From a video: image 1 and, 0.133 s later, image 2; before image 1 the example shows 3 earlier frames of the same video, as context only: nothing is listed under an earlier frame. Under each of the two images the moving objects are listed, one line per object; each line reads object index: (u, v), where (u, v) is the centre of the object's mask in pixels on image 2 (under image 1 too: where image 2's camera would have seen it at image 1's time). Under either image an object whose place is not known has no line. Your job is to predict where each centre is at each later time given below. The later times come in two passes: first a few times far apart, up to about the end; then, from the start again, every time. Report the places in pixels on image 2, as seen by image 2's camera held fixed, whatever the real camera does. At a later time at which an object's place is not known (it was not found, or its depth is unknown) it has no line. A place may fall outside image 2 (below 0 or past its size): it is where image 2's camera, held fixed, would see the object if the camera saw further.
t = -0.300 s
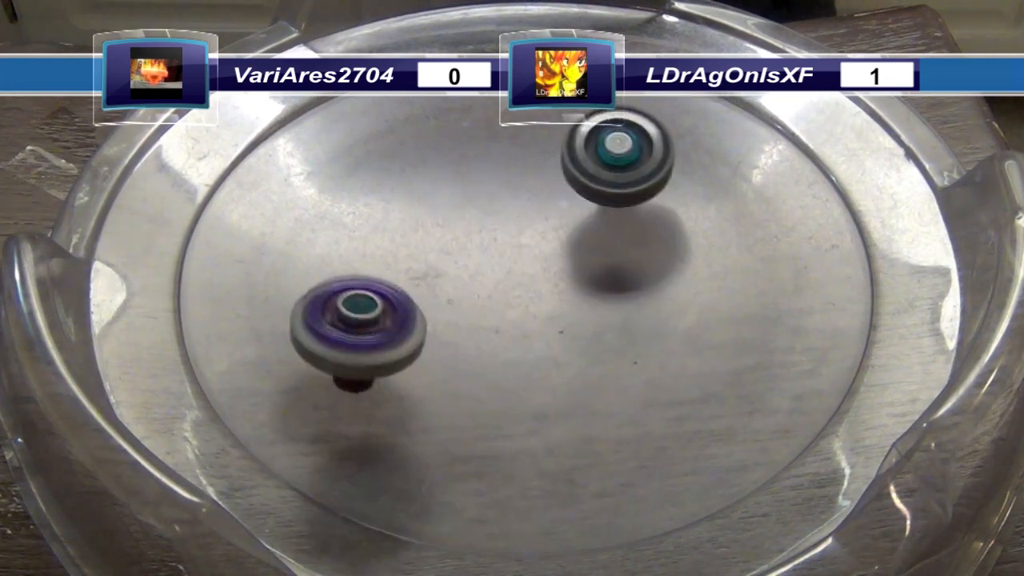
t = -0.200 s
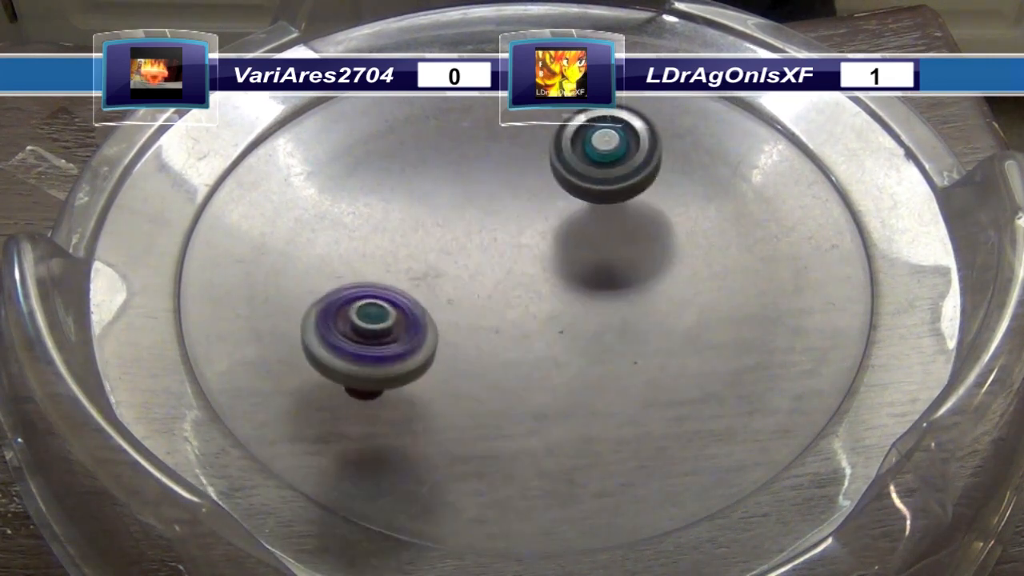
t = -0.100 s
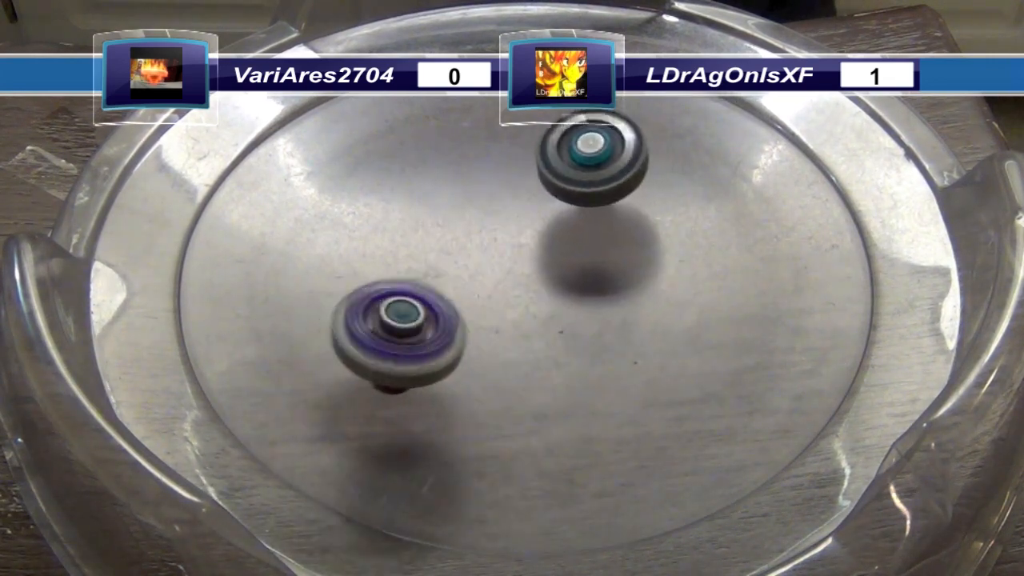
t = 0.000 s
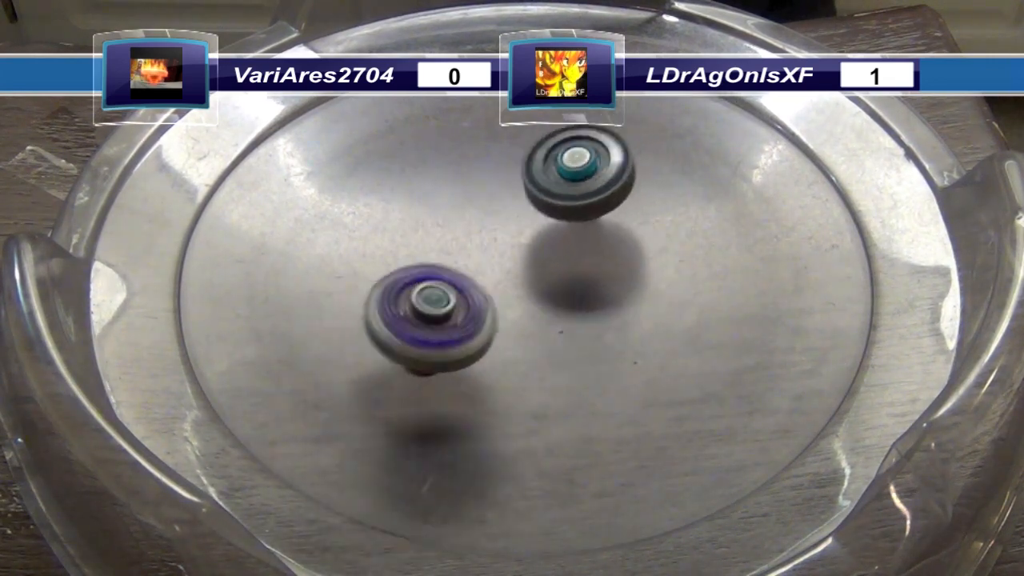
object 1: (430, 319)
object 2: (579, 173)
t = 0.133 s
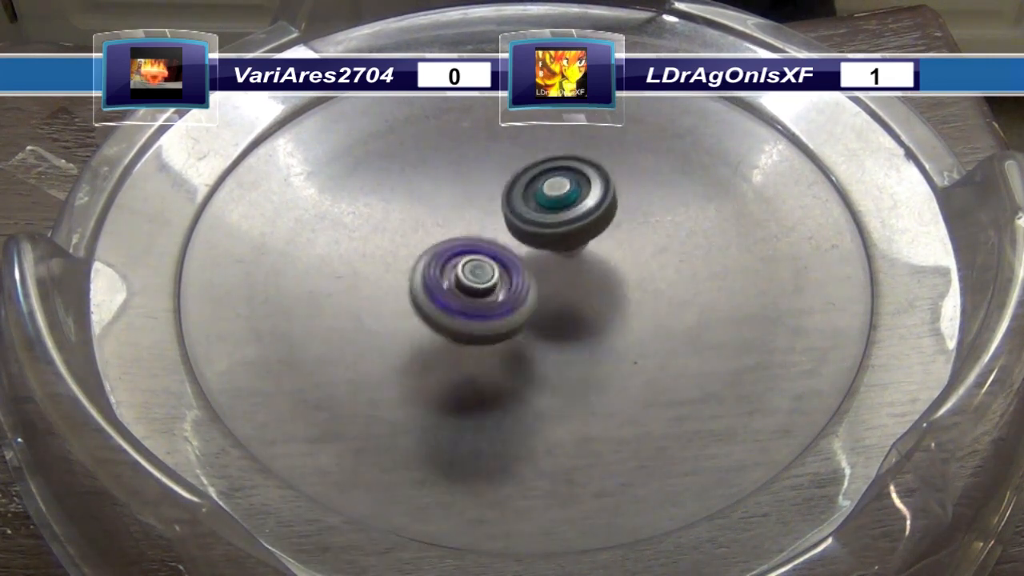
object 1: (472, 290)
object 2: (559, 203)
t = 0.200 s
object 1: (470, 288)
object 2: (566, 207)
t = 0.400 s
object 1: (454, 287)
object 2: (589, 210)
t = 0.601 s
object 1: (474, 288)
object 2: (571, 214)
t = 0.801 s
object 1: (480, 298)
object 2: (557, 216)
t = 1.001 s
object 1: (492, 307)
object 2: (536, 218)
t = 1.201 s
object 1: (498, 314)
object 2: (524, 214)
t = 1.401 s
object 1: (491, 362)
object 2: (526, 162)
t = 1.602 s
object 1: (507, 366)
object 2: (512, 150)
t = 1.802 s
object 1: (519, 348)
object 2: (506, 167)
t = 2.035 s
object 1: (525, 306)
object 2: (511, 209)
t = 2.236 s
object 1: (546, 314)
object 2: (512, 194)
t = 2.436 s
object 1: (566, 287)
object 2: (489, 210)
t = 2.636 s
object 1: (584, 268)
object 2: (468, 215)
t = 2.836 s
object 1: (586, 249)
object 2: (463, 225)
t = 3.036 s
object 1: (597, 234)
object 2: (448, 228)
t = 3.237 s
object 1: (581, 224)
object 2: (457, 238)
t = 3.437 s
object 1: (614, 212)
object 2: (413, 252)
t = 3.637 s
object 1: (592, 220)
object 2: (434, 265)
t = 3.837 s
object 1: (572, 237)
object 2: (445, 273)
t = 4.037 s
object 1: (575, 238)
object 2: (439, 280)
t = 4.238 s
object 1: (563, 240)
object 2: (444, 286)
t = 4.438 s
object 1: (564, 236)
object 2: (442, 288)
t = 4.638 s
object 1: (560, 229)
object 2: (452, 284)
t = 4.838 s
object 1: (571, 215)
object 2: (444, 286)
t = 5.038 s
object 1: (563, 218)
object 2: (470, 273)
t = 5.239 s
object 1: (576, 210)
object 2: (463, 277)
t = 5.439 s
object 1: (593, 195)
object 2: (455, 290)
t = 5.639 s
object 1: (579, 205)
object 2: (468, 283)
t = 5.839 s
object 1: (561, 218)
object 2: (472, 278)
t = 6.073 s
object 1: (551, 219)
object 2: (458, 288)
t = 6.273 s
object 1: (561, 205)
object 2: (429, 300)
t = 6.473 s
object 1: (546, 205)
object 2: (441, 298)
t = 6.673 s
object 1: (533, 214)
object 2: (467, 288)
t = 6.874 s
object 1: (527, 209)
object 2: (489, 294)
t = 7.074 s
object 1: (519, 213)
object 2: (510, 305)
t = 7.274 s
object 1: (512, 222)
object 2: (521, 313)
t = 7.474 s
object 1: (504, 221)
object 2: (524, 322)
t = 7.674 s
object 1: (496, 222)
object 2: (525, 311)
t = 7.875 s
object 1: (491, 216)
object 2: (532, 300)
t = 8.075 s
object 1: (486, 205)
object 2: (548, 298)
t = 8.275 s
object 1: (492, 205)
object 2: (557, 292)
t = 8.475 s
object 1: (498, 206)
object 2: (559, 290)
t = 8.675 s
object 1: (494, 210)
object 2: (562, 292)
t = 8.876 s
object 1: (487, 217)
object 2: (564, 295)
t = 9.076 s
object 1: (476, 219)
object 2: (554, 293)
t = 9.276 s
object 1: (469, 217)
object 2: (546, 293)
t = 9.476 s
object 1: (467, 215)
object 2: (548, 287)
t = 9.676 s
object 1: (469, 209)
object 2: (556, 290)
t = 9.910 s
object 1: (477, 209)
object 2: (562, 288)
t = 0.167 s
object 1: (479, 284)
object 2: (557, 211)
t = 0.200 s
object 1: (470, 288)
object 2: (566, 207)
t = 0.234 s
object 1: (464, 288)
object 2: (572, 207)
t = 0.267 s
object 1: (463, 286)
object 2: (574, 209)
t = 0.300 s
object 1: (466, 284)
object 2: (573, 212)
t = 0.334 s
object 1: (472, 280)
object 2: (570, 217)
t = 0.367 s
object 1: (465, 282)
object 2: (578, 214)
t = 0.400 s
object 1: (454, 287)
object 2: (589, 210)
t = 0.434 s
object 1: (452, 288)
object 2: (593, 210)
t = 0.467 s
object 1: (454, 288)
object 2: (593, 210)
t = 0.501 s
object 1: (458, 287)
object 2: (590, 211)
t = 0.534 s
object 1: (464, 287)
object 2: (584, 211)
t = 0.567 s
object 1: (469, 288)
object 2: (578, 212)
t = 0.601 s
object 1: (474, 288)
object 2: (571, 214)
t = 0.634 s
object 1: (479, 288)
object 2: (565, 217)
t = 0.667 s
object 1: (476, 292)
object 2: (565, 215)
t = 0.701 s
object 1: (474, 294)
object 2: (567, 213)
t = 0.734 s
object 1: (476, 295)
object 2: (565, 213)
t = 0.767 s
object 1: (478, 297)
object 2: (562, 214)
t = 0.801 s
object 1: (480, 298)
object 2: (557, 216)
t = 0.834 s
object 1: (484, 299)
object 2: (551, 218)
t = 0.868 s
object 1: (485, 301)
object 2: (547, 218)
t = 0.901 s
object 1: (485, 304)
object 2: (546, 217)
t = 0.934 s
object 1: (487, 305)
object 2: (543, 217)
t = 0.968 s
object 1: (489, 306)
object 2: (540, 218)
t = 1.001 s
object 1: (492, 307)
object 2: (536, 218)
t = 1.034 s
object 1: (490, 312)
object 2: (536, 216)
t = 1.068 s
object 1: (491, 313)
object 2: (536, 213)
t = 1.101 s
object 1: (492, 314)
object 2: (535, 213)
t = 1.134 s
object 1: (494, 315)
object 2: (532, 213)
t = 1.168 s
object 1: (496, 315)
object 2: (528, 213)
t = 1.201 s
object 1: (498, 314)
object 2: (524, 214)
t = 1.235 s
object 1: (500, 313)
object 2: (521, 214)
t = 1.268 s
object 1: (503, 311)
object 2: (519, 215)
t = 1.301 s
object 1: (505, 309)
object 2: (516, 215)
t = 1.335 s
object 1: (499, 330)
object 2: (519, 196)
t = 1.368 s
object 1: (494, 351)
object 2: (524, 173)
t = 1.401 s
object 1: (491, 362)
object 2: (526, 162)
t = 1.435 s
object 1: (491, 365)
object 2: (526, 152)
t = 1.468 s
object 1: (493, 365)
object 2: (524, 149)
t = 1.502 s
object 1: (497, 365)
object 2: (521, 148)
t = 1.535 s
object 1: (501, 365)
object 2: (518, 148)
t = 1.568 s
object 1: (504, 366)
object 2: (515, 149)
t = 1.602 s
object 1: (507, 366)
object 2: (512, 150)
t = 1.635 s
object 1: (510, 365)
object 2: (510, 152)
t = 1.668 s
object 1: (513, 363)
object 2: (508, 153)
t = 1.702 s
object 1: (515, 361)
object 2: (508, 156)
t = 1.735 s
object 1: (516, 357)
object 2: (507, 158)
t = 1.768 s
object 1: (518, 353)
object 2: (507, 162)
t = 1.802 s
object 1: (519, 348)
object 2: (506, 167)
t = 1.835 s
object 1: (520, 343)
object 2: (506, 173)
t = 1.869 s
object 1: (521, 337)
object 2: (506, 178)
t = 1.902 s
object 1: (522, 330)
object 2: (507, 185)
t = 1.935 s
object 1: (523, 323)
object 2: (508, 192)
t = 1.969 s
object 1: (525, 317)
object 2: (509, 199)
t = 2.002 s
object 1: (525, 309)
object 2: (510, 206)
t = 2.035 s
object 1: (525, 306)
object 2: (511, 209)
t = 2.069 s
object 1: (528, 321)
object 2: (512, 197)
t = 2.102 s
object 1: (532, 327)
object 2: (513, 190)
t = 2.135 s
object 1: (536, 325)
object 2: (514, 188)
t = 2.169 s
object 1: (539, 322)
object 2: (515, 189)
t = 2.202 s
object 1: (542, 318)
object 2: (514, 191)
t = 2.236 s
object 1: (546, 314)
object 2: (512, 194)
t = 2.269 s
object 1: (549, 310)
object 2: (509, 197)
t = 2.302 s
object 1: (553, 305)
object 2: (506, 200)
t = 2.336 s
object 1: (556, 300)
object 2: (502, 203)
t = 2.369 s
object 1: (559, 296)
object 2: (498, 206)
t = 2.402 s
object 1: (562, 290)
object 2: (494, 209)
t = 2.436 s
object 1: (566, 287)
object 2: (489, 210)
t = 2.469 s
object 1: (573, 287)
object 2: (483, 208)
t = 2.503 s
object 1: (575, 283)
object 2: (479, 207)
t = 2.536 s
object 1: (578, 279)
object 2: (476, 209)
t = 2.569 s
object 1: (580, 276)
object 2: (473, 211)
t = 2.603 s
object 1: (582, 272)
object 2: (470, 213)
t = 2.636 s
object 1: (584, 268)
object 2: (468, 215)
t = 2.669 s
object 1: (585, 265)
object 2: (467, 216)
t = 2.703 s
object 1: (586, 261)
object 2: (466, 218)
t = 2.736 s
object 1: (586, 258)
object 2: (465, 220)
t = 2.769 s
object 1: (587, 255)
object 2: (464, 222)
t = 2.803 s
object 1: (587, 252)
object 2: (464, 224)
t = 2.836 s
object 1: (586, 249)
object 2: (463, 225)
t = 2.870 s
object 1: (585, 246)
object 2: (463, 227)
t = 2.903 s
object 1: (593, 244)
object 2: (456, 226)
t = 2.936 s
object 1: (596, 242)
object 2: (451, 226)
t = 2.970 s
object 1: (597, 239)
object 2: (449, 226)
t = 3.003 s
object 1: (597, 236)
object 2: (448, 227)
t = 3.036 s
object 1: (597, 234)
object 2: (448, 228)
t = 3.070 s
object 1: (596, 232)
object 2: (449, 229)
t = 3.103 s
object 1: (595, 229)
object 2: (449, 231)
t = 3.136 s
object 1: (593, 227)
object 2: (450, 233)
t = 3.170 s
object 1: (590, 226)
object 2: (451, 234)
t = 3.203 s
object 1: (586, 225)
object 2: (454, 236)
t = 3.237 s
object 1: (581, 224)
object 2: (457, 238)
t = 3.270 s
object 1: (593, 221)
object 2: (444, 241)
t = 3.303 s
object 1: (610, 217)
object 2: (424, 243)
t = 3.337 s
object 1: (616, 215)
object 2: (415, 245)
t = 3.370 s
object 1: (616, 214)
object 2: (412, 247)
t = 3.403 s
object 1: (615, 214)
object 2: (412, 249)
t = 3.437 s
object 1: (614, 212)
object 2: (413, 252)
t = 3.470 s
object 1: (612, 211)
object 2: (415, 254)
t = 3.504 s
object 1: (611, 211)
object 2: (418, 257)
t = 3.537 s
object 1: (607, 212)
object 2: (421, 259)
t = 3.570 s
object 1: (602, 214)
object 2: (424, 261)
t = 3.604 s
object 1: (597, 217)
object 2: (429, 263)
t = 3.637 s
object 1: (592, 220)
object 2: (434, 265)
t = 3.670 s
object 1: (586, 224)
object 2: (440, 266)
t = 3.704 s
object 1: (579, 227)
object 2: (446, 268)
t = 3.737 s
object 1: (572, 232)
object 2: (452, 269)
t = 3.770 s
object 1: (569, 235)
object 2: (454, 270)
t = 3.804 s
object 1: (573, 235)
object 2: (446, 272)
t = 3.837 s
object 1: (572, 237)
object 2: (445, 273)
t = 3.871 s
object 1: (569, 240)
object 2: (447, 274)
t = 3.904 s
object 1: (565, 241)
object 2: (451, 275)
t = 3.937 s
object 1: (571, 240)
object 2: (444, 277)
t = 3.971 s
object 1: (577, 239)
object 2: (438, 279)
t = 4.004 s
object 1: (576, 238)
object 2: (438, 279)
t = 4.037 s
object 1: (575, 238)
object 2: (439, 280)
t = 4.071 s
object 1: (572, 239)
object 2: (442, 280)
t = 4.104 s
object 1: (569, 239)
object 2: (445, 281)
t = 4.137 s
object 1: (565, 240)
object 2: (448, 282)
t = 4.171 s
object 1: (562, 241)
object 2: (451, 283)
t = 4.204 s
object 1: (563, 241)
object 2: (447, 285)
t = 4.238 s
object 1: (563, 240)
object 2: (444, 286)
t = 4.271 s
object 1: (562, 241)
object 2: (444, 286)
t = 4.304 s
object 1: (560, 241)
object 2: (445, 287)
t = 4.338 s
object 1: (558, 241)
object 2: (449, 287)
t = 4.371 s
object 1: (557, 241)
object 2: (450, 287)
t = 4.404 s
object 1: (563, 238)
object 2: (444, 288)
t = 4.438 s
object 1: (564, 236)
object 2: (442, 288)
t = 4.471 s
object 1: (564, 235)
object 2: (444, 287)
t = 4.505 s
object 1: (563, 234)
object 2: (446, 287)
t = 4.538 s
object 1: (562, 233)
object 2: (449, 286)
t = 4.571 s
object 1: (559, 232)
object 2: (452, 285)
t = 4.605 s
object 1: (557, 232)
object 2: (456, 284)
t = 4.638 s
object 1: (560, 229)
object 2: (452, 284)
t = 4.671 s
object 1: (570, 223)
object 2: (439, 288)
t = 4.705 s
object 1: (573, 220)
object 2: (434, 289)
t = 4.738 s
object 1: (573, 218)
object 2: (434, 288)
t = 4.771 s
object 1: (573, 217)
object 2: (437, 288)
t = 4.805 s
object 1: (572, 216)
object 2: (440, 287)
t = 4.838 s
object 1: (571, 215)
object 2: (444, 286)
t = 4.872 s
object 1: (570, 215)
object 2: (449, 284)
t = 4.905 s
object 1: (569, 215)
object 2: (453, 282)
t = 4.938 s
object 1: (567, 216)
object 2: (458, 279)
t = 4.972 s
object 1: (564, 217)
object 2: (463, 276)
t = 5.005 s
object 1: (562, 217)
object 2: (468, 274)
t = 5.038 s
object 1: (563, 218)
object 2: (470, 273)
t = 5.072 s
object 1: (565, 218)
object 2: (468, 272)
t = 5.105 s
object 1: (564, 218)
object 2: (468, 271)
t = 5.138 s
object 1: (566, 217)
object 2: (469, 271)
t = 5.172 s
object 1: (566, 216)
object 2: (470, 271)
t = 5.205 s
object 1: (566, 216)
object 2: (473, 271)
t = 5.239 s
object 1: (576, 210)
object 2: (463, 277)
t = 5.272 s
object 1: (586, 203)
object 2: (455, 282)
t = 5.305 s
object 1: (590, 200)
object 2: (452, 285)
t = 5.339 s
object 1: (591, 198)
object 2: (452, 287)
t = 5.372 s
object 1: (593, 197)
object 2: (452, 288)
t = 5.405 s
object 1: (593, 197)
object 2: (453, 289)
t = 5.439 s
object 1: (593, 195)
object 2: (455, 290)
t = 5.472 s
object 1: (592, 196)
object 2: (457, 289)
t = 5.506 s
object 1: (591, 196)
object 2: (459, 289)
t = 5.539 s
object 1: (589, 197)
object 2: (460, 288)
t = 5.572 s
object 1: (586, 199)
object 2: (463, 287)
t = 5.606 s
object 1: (583, 202)
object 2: (465, 285)
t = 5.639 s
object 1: (579, 205)
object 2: (468, 283)
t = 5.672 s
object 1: (574, 209)
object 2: (472, 281)
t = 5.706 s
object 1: (569, 212)
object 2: (476, 279)
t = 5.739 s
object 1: (565, 216)
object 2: (480, 277)
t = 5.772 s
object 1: (566, 215)
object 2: (473, 278)
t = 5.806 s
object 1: (565, 217)
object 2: (471, 278)
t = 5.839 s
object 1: (561, 218)
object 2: (472, 278)
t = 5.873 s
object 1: (563, 217)
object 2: (464, 282)
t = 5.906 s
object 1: (565, 215)
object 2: (456, 285)
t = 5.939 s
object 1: (563, 215)
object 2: (453, 286)
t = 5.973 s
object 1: (561, 216)
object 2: (453, 287)
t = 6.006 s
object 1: (558, 216)
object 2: (454, 288)
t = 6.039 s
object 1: (554, 218)
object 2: (456, 289)
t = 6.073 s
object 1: (551, 219)
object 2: (458, 288)
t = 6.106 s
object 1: (548, 221)
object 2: (460, 287)
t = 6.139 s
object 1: (545, 223)
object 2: (461, 287)
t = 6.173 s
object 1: (549, 219)
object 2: (449, 292)
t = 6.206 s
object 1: (560, 210)
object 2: (435, 298)
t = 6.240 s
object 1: (562, 206)
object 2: (429, 300)
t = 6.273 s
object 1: (561, 205)
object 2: (429, 300)
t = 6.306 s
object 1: (559, 204)
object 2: (430, 301)
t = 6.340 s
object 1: (557, 203)
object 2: (431, 301)
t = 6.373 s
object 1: (556, 202)
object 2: (432, 300)
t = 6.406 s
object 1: (553, 203)
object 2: (434, 300)
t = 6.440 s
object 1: (550, 203)
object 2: (437, 299)
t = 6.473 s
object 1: (546, 205)
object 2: (441, 298)
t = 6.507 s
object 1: (543, 207)
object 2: (446, 296)
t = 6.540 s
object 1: (540, 209)
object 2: (451, 294)
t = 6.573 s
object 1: (536, 212)
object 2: (456, 291)
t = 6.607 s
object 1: (534, 214)
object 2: (461, 289)
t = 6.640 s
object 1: (532, 215)
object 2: (467, 287)
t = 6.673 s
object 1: (533, 214)
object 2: (467, 288)
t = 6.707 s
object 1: (534, 212)
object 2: (467, 290)
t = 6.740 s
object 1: (534, 210)
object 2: (468, 290)
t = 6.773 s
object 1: (533, 210)
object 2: (472, 289)
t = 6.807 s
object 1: (531, 209)
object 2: (478, 291)
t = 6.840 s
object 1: (529, 209)
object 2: (483, 292)
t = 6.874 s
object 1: (527, 209)
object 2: (489, 294)
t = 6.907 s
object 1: (526, 209)
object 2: (493, 297)
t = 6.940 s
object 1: (526, 209)
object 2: (496, 299)
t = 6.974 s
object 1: (524, 210)
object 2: (499, 300)
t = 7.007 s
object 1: (522, 211)
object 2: (502, 302)
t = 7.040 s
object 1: (521, 212)
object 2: (506, 304)
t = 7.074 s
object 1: (519, 213)
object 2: (510, 305)
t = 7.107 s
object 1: (518, 215)
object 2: (513, 306)
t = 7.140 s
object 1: (517, 217)
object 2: (516, 306)
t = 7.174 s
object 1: (515, 219)
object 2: (517, 308)
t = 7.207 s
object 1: (515, 219)
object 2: (517, 311)
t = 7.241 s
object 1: (514, 221)
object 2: (519, 313)
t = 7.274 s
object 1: (512, 222)
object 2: (521, 313)
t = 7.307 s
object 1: (511, 224)
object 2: (523, 313)
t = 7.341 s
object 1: (510, 224)
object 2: (522, 315)
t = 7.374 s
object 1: (509, 221)
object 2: (521, 321)
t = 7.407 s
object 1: (508, 221)
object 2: (520, 323)
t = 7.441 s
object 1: (506, 221)
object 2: (522, 323)
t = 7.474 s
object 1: (504, 221)
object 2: (524, 322)
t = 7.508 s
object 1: (503, 221)
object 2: (524, 322)
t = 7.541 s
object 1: (501, 221)
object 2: (523, 321)
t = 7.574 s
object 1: (499, 222)
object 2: (524, 319)
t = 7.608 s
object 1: (498, 223)
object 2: (525, 316)
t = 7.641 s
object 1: (497, 223)
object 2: (525, 313)
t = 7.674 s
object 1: (496, 222)
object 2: (525, 311)
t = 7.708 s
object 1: (495, 220)
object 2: (525, 313)
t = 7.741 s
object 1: (494, 219)
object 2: (525, 311)
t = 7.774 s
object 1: (493, 218)
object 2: (527, 309)
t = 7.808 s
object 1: (492, 217)
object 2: (530, 306)
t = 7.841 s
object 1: (492, 217)
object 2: (531, 303)
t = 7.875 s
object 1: (491, 216)
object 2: (532, 300)
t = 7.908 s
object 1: (491, 215)
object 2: (535, 299)
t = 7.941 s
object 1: (490, 213)
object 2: (538, 298)
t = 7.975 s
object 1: (489, 209)
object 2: (541, 300)
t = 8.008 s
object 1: (487, 207)
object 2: (541, 300)
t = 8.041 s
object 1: (487, 205)
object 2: (546, 299)
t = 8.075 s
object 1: (486, 205)
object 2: (548, 298)
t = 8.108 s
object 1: (486, 204)
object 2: (550, 297)
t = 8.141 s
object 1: (486, 204)
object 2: (551, 296)
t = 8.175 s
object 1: (487, 204)
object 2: (553, 296)
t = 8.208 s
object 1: (488, 204)
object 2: (555, 295)
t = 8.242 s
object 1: (490, 204)
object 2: (558, 294)
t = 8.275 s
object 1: (492, 205)
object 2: (557, 292)
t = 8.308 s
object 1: (494, 206)
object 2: (557, 290)
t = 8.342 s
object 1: (496, 207)
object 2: (558, 288)
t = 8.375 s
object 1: (497, 208)
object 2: (559, 286)
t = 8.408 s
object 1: (498, 208)
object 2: (561, 286)
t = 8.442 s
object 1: (498, 206)
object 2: (561, 290)
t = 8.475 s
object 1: (498, 206)
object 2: (559, 290)
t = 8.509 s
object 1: (498, 208)
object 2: (561, 287)
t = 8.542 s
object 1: (498, 210)
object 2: (563, 285)
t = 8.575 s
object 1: (499, 212)
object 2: (563, 285)
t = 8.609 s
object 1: (497, 210)
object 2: (567, 291)
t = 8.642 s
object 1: (495, 210)
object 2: (564, 294)
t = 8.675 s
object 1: (494, 210)
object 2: (562, 292)
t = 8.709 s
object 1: (492, 211)
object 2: (562, 292)
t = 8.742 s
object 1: (491, 213)
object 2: (563, 292)
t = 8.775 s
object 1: (490, 215)
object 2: (563, 291)
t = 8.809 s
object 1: (489, 216)
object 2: (562, 290)
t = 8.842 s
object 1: (489, 218)
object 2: (560, 290)
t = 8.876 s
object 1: (487, 217)
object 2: (564, 295)
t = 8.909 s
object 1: (484, 216)
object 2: (563, 298)
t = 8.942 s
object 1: (483, 217)
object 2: (557, 297)
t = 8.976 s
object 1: (481, 217)
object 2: (557, 296)
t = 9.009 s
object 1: (479, 218)
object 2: (557, 295)
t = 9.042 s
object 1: (478, 219)
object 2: (556, 294)
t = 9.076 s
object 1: (476, 219)
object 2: (554, 293)
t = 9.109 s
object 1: (475, 221)
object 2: (552, 291)
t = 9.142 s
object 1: (474, 222)
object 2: (552, 290)
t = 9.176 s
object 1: (474, 221)
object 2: (550, 290)
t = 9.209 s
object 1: (473, 221)
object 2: (548, 291)
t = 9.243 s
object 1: (471, 218)
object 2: (547, 294)
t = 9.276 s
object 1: (469, 217)
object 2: (546, 293)
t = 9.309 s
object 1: (467, 216)
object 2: (546, 291)
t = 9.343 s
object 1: (467, 215)
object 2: (547, 290)
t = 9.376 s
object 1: (466, 215)
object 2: (550, 290)
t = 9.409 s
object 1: (466, 215)
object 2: (550, 290)
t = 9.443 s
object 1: (466, 215)
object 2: (548, 288)
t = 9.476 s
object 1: (467, 215)
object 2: (548, 287)
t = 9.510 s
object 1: (469, 215)
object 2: (549, 285)
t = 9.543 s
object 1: (470, 216)
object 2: (549, 283)
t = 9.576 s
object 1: (472, 215)
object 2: (550, 284)
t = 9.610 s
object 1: (472, 215)
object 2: (549, 283)
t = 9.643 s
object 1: (471, 211)
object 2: (554, 285)
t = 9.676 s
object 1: (469, 209)
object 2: (556, 290)
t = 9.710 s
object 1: (469, 208)
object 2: (557, 291)
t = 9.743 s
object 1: (469, 207)
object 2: (560, 289)
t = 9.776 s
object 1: (469, 206)
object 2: (562, 289)
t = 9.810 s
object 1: (470, 206)
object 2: (562, 290)
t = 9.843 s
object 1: (472, 207)
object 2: (563, 290)
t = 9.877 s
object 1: (474, 208)
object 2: (563, 288)
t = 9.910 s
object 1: (477, 209)
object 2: (562, 288)
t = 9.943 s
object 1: (480, 211)
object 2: (562, 288)
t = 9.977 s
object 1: (482, 212)
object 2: (561, 286)
